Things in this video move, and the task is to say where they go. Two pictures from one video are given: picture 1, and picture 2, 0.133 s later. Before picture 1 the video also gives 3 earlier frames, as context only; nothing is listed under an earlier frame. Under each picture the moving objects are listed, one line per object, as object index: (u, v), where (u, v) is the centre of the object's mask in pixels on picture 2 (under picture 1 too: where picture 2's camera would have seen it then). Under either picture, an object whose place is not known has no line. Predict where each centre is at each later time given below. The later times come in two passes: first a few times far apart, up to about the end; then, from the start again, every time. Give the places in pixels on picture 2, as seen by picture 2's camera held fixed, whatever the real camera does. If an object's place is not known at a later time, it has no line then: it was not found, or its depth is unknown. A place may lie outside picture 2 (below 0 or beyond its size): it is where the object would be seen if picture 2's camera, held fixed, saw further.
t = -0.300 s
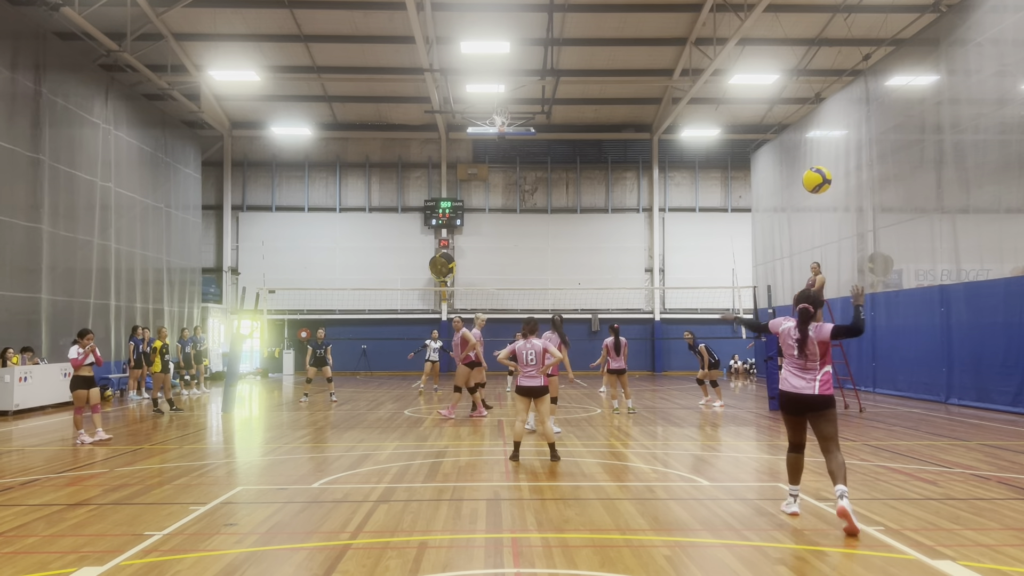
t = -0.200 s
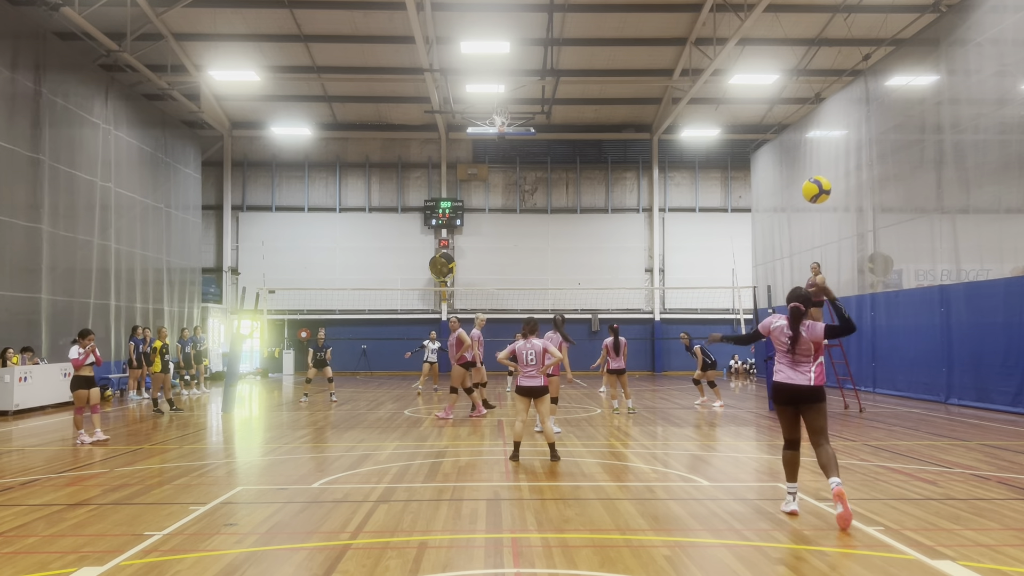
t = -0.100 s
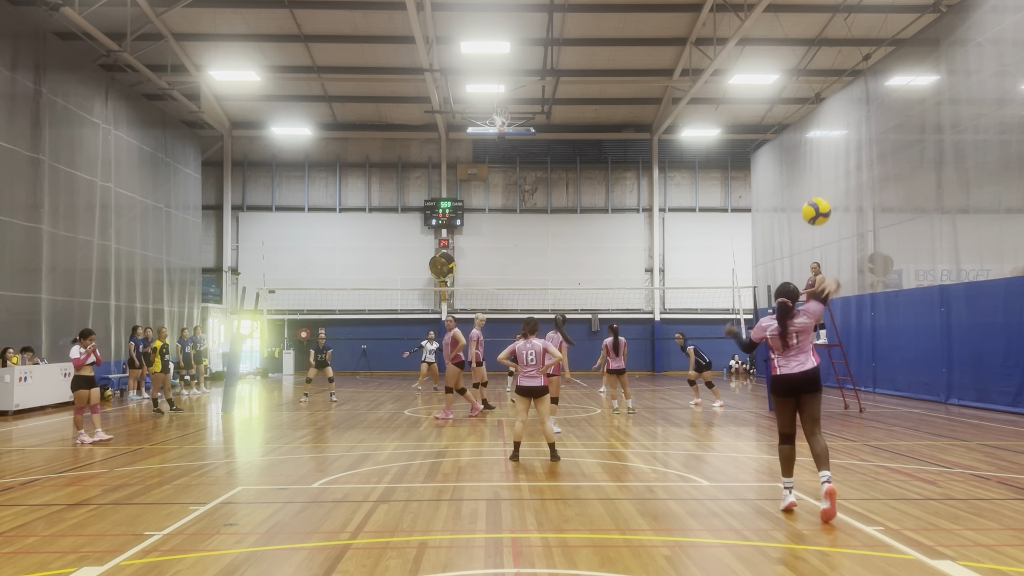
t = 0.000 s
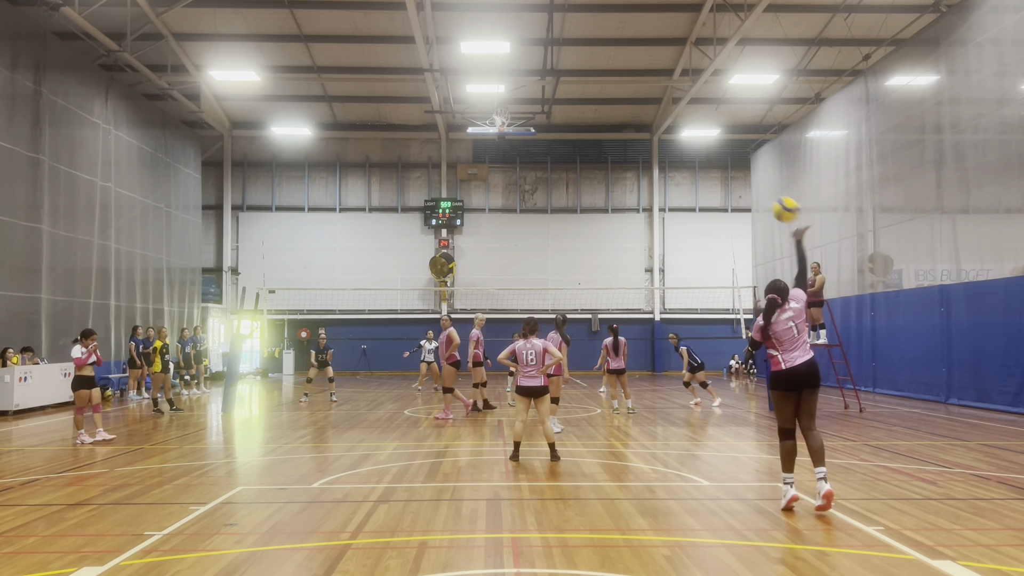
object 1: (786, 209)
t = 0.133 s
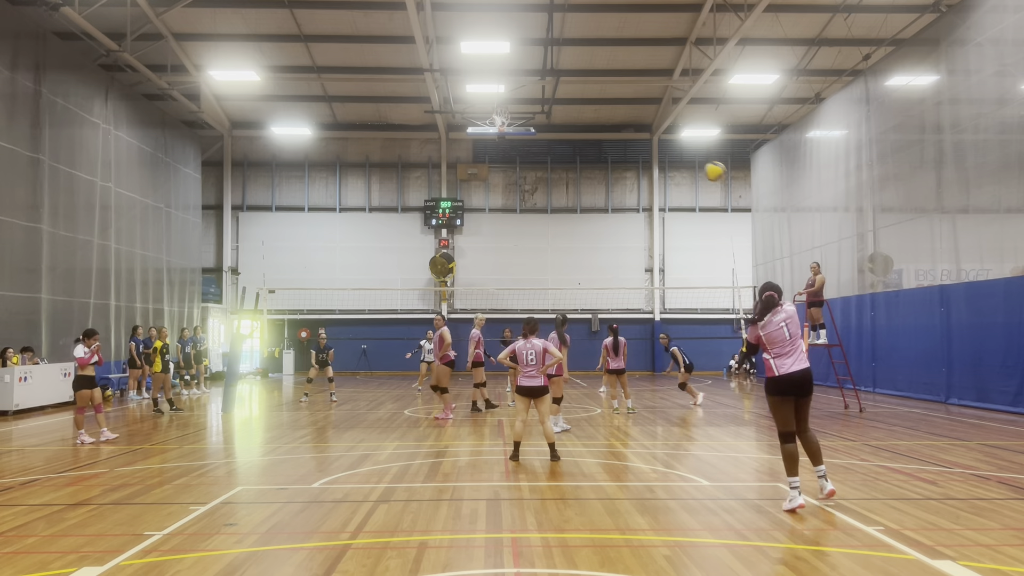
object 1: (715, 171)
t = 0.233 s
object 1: (680, 160)
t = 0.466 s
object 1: (629, 165)
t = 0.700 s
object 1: (594, 200)
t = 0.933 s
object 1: (568, 250)
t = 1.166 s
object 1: (547, 305)
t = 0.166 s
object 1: (702, 166)
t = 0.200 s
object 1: (691, 162)
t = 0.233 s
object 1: (680, 160)
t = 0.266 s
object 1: (671, 158)
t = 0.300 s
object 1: (663, 157)
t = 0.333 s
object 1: (655, 157)
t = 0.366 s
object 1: (648, 158)
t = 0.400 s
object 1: (641, 160)
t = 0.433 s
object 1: (635, 163)
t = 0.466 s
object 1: (629, 165)
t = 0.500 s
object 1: (623, 169)
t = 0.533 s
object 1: (618, 173)
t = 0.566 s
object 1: (612, 178)
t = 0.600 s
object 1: (608, 183)
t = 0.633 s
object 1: (603, 188)
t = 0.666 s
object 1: (599, 194)
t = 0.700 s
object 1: (594, 200)
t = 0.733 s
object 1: (591, 207)
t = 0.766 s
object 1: (587, 213)
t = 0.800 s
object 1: (583, 220)
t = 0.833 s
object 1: (579, 228)
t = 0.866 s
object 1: (576, 235)
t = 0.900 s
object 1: (571, 243)
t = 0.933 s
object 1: (568, 250)
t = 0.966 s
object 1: (565, 257)
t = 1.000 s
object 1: (561, 265)
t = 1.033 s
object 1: (558, 273)
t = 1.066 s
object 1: (555, 280)
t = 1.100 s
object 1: (553, 288)
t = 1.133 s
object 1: (550, 297)
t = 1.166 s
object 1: (547, 305)
